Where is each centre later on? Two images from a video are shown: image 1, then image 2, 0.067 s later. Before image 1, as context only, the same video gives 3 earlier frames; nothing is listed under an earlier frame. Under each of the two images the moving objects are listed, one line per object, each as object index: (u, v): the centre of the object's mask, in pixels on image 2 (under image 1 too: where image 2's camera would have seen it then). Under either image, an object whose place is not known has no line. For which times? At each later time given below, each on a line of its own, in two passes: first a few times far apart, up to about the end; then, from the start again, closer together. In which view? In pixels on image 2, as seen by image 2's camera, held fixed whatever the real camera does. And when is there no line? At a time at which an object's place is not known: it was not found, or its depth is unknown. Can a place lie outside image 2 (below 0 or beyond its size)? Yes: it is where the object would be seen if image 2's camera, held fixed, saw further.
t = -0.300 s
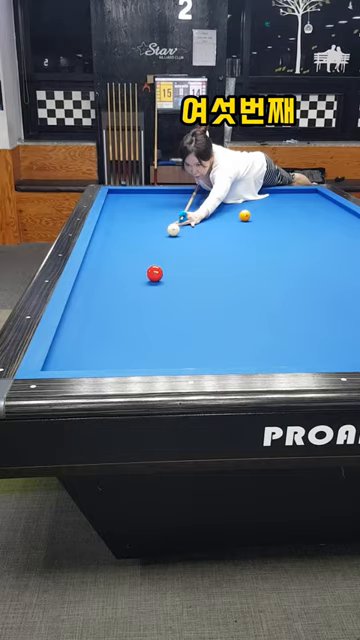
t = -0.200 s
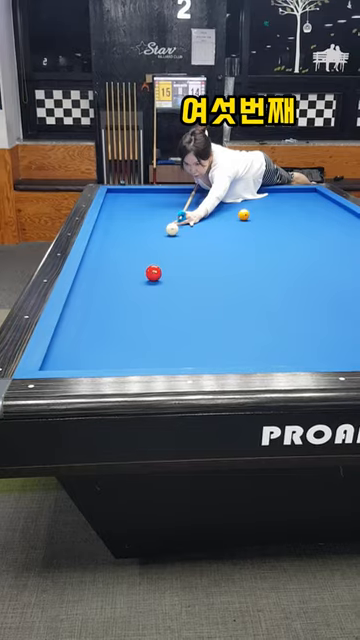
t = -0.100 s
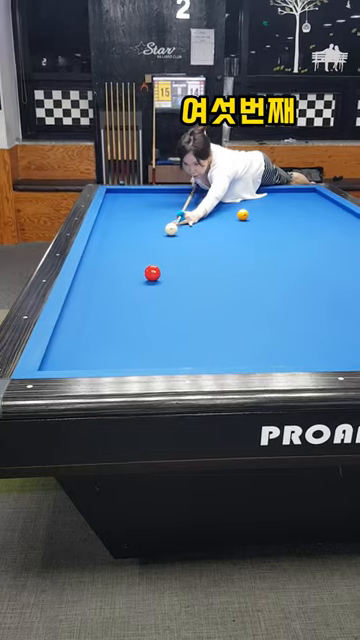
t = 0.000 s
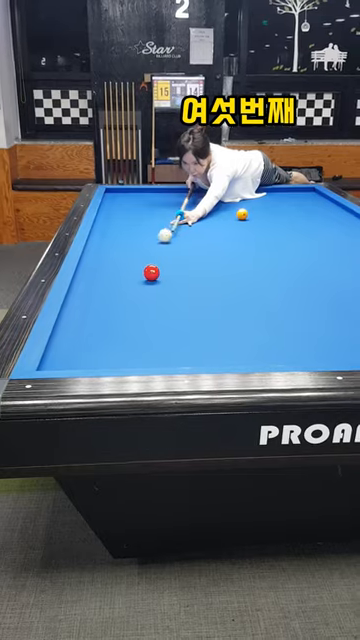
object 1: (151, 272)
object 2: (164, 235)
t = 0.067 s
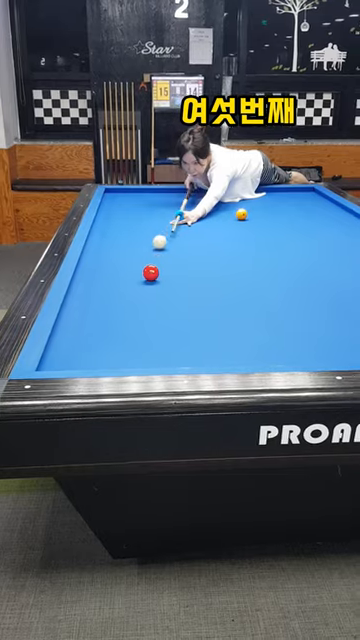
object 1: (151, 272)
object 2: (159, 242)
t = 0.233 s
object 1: (150, 272)
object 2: (147, 258)
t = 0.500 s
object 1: (173, 279)
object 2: (100, 283)
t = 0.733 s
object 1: (200, 288)
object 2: (88, 307)
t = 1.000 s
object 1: (234, 299)
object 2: (121, 341)
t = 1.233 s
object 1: (267, 309)
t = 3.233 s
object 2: (399, 250)
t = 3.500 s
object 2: (390, 244)
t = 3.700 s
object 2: (372, 240)
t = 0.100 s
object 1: (151, 272)
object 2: (157, 245)
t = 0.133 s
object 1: (151, 273)
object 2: (154, 248)
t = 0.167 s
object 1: (151, 273)
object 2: (152, 251)
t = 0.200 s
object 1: (151, 273)
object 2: (149, 254)
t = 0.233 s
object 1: (150, 272)
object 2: (147, 258)
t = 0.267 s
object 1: (151, 273)
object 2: (143, 261)
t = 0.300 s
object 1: (151, 272)
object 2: (141, 264)
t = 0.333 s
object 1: (151, 273)
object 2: (138, 269)
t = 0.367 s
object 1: (156, 274)
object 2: (131, 271)
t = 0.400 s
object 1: (160, 276)
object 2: (123, 274)
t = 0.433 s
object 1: (165, 277)
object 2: (115, 277)
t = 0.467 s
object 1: (169, 278)
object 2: (108, 279)
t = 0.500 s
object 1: (173, 279)
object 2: (100, 283)
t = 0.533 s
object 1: (176, 281)
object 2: (92, 286)
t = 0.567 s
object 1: (180, 282)
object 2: (84, 289)
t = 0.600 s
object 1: (184, 283)
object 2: (76, 293)
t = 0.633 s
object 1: (188, 284)
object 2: (76, 296)
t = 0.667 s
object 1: (192, 286)
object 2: (81, 300)
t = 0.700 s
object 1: (196, 287)
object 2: (85, 303)
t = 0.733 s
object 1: (200, 288)
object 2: (88, 307)
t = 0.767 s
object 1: (204, 289)
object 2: (92, 311)
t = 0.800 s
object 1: (209, 291)
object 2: (95, 315)
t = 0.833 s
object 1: (212, 292)
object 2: (99, 318)
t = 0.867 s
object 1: (217, 293)
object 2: (103, 323)
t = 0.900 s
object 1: (221, 295)
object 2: (107, 327)
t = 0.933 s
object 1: (225, 296)
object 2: (112, 331)
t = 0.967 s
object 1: (230, 298)
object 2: (116, 336)
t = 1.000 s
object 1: (234, 299)
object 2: (121, 341)
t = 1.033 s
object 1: (239, 300)
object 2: (125, 346)
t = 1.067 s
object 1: (243, 302)
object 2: (130, 351)
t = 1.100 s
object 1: (248, 303)
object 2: (135, 356)
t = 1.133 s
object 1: (252, 305)
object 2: (140, 360)
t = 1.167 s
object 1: (257, 306)
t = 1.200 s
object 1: (262, 307)
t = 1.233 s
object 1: (267, 309)
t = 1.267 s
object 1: (271, 310)
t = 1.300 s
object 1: (276, 312)
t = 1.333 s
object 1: (281, 313)
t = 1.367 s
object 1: (286, 315)
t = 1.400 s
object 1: (291, 316)
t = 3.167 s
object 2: (395, 252)
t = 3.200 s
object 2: (397, 251)
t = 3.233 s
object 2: (399, 250)
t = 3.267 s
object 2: (401, 249)
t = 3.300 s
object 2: (404, 248)
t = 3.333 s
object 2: (406, 247)
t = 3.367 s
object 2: (404, 247)
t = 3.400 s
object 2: (400, 246)
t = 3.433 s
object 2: (396, 245)
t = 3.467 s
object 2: (393, 244)
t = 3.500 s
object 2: (390, 244)
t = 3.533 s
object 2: (387, 243)
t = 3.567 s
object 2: (384, 242)
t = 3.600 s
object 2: (381, 242)
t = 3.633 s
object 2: (378, 241)
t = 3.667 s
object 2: (374, 240)
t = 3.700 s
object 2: (372, 240)
